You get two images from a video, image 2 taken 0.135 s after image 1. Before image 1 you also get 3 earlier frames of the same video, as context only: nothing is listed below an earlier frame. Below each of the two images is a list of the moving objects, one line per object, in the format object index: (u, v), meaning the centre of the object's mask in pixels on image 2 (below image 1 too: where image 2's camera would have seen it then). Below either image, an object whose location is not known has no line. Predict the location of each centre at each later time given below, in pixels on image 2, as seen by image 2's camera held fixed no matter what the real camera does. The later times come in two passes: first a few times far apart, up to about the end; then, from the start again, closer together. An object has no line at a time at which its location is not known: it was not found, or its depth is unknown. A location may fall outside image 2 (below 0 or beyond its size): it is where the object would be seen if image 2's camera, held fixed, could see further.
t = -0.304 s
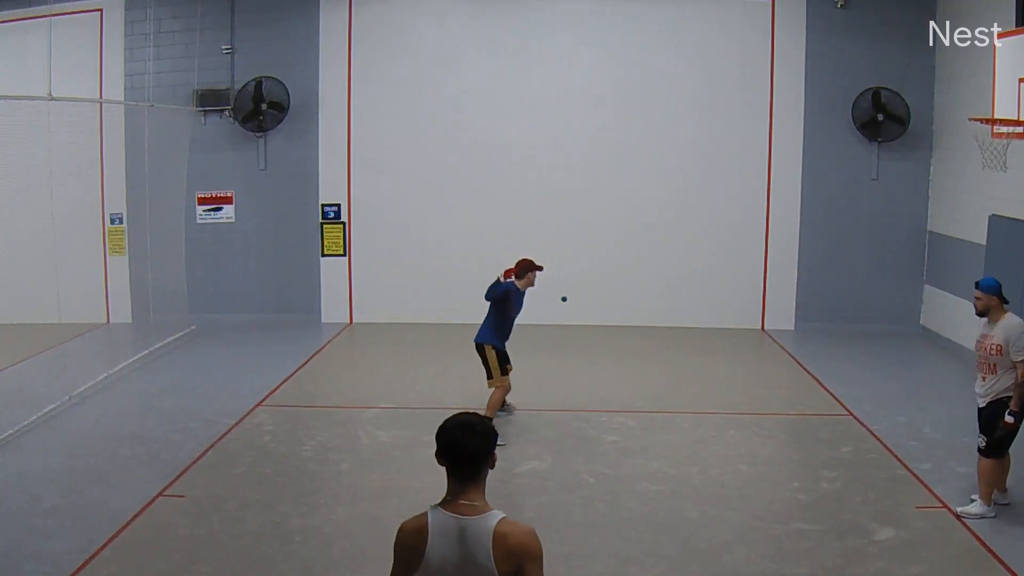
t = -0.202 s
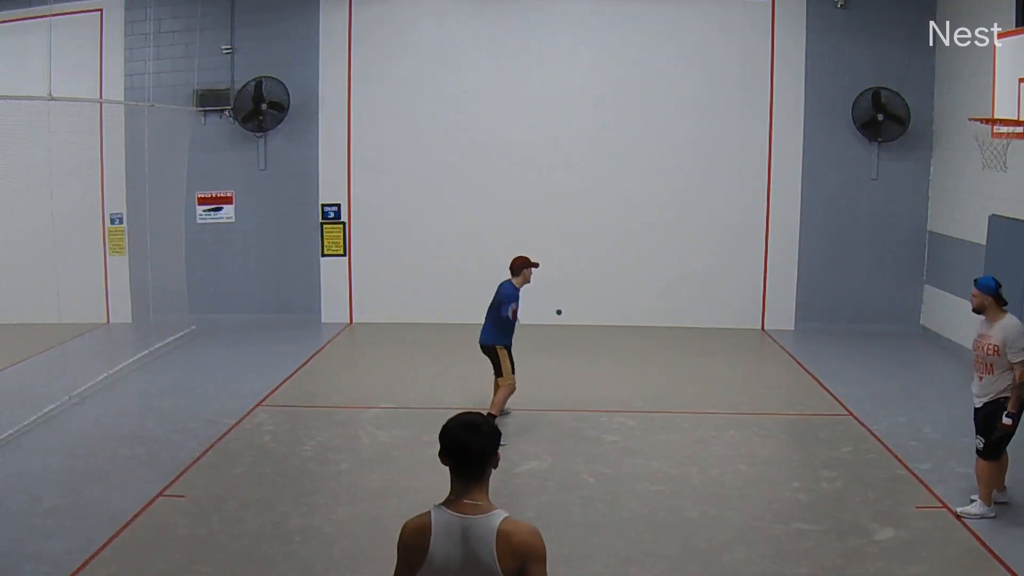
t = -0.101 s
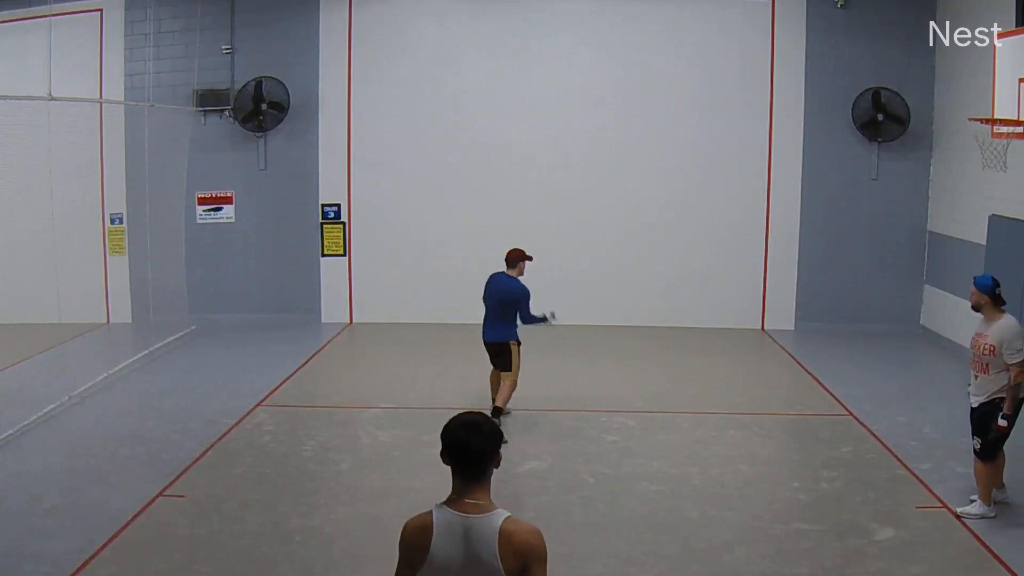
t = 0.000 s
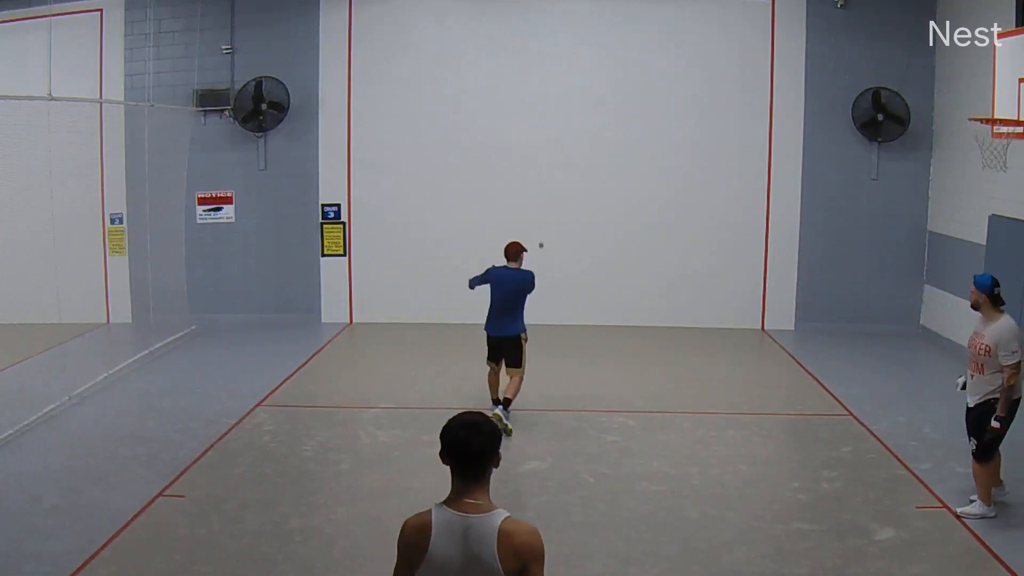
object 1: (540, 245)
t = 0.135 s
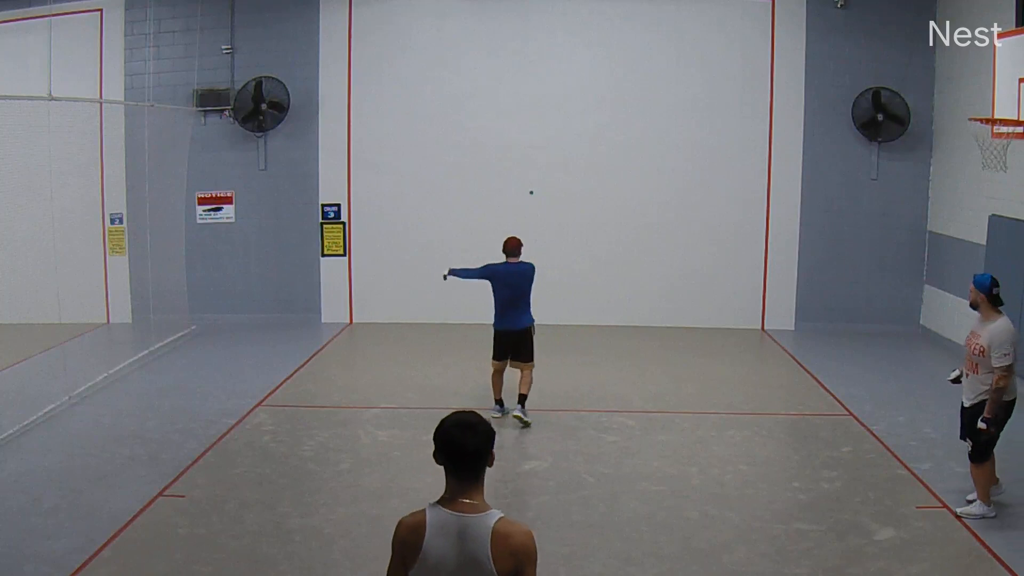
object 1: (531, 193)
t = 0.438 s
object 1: (496, 174)
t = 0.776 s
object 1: (419, 274)
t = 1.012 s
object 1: (308, 558)
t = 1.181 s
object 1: (224, 539)
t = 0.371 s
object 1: (506, 171)
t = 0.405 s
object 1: (501, 172)
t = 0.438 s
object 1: (496, 174)
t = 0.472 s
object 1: (490, 177)
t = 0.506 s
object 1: (484, 181)
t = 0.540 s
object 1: (478, 187)
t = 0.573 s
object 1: (471, 194)
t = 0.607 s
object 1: (464, 202)
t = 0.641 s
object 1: (456, 212)
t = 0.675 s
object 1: (448, 224)
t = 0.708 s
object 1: (439, 238)
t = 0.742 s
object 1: (429, 254)
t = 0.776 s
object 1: (419, 274)
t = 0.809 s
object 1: (408, 295)
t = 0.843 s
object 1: (397, 321)
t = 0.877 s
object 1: (384, 349)
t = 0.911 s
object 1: (370, 382)
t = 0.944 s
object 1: (356, 418)
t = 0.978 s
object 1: (325, 506)
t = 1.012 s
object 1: (308, 558)
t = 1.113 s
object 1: (260, 567)
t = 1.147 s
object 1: (242, 553)
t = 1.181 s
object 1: (224, 539)
